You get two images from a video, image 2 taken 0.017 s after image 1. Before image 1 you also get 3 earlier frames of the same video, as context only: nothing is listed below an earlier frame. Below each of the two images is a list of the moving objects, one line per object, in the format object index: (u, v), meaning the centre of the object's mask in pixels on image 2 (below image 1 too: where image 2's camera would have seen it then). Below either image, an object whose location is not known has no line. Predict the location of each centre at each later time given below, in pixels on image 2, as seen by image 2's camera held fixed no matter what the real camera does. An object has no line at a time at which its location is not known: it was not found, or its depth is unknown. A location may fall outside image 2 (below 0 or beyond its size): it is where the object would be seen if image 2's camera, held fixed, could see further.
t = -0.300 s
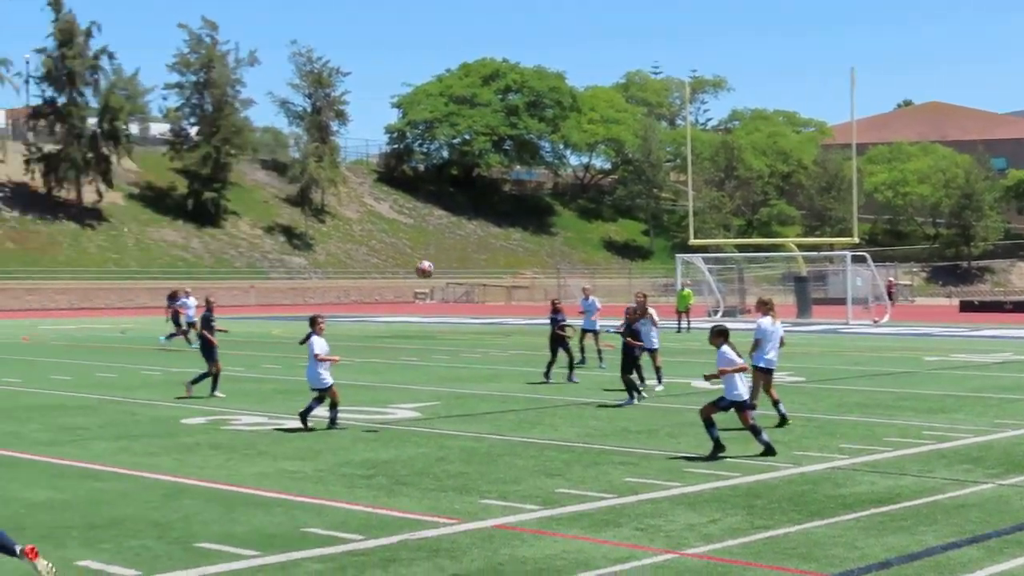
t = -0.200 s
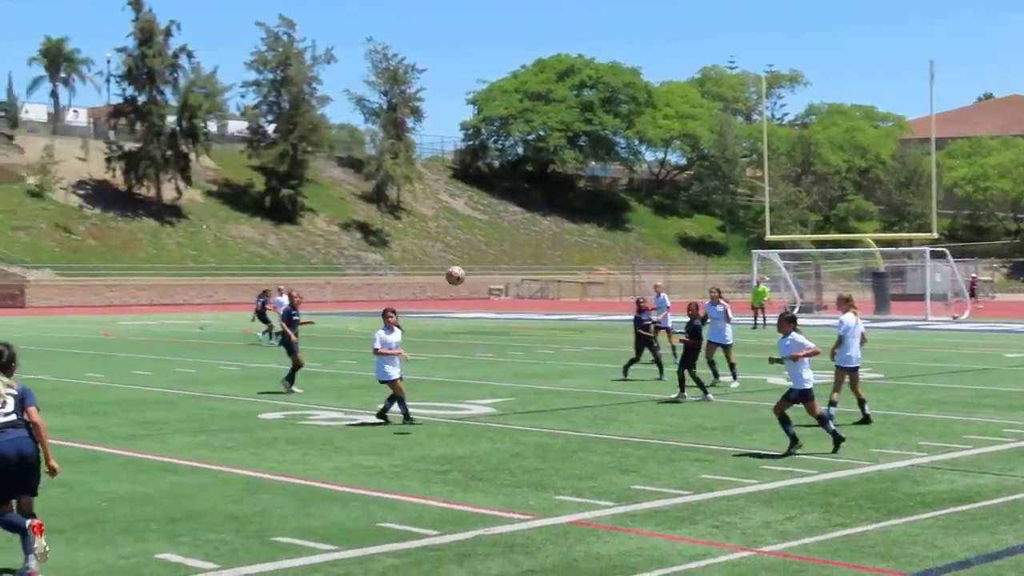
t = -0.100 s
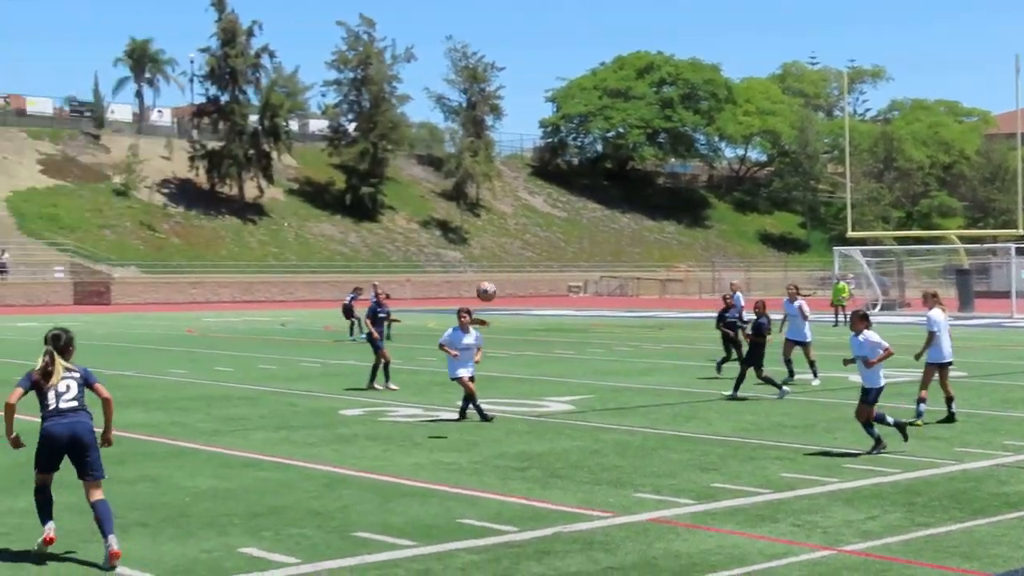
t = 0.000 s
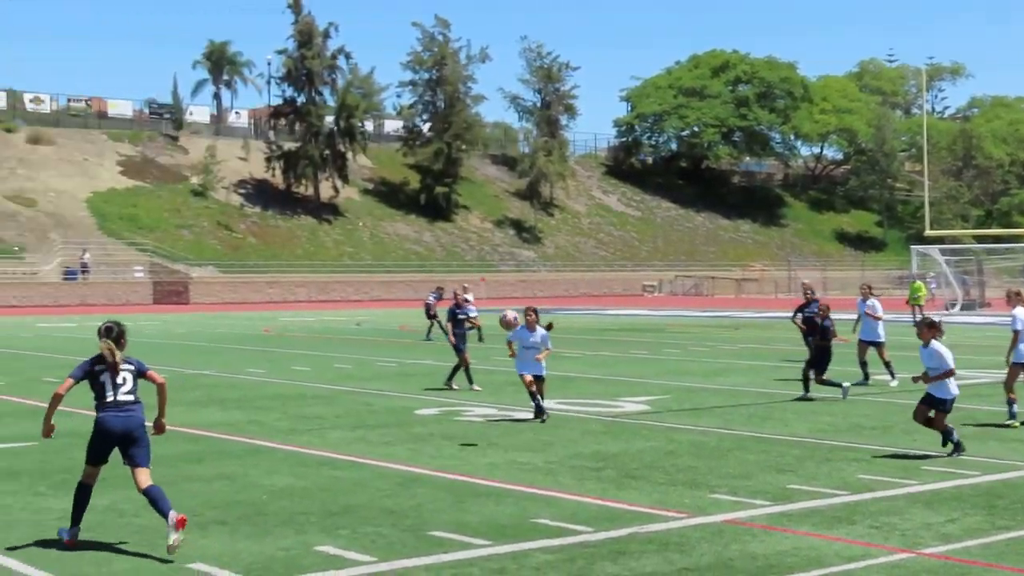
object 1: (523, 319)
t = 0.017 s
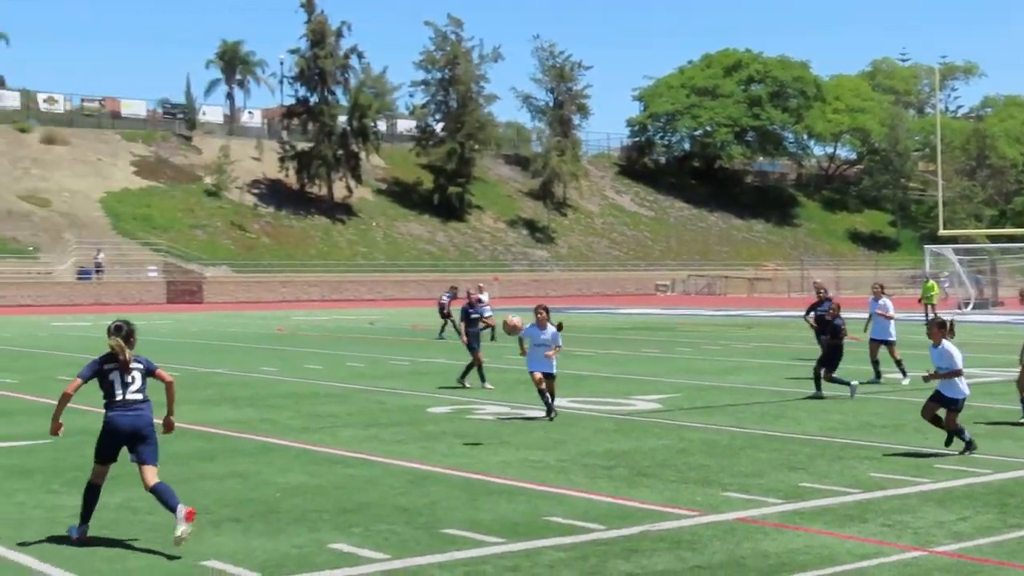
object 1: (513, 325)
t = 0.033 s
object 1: (504, 331)
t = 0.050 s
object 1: (495, 338)
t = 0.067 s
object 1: (486, 344)
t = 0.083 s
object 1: (477, 352)
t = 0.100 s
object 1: (467, 359)
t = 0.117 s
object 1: (457, 367)
